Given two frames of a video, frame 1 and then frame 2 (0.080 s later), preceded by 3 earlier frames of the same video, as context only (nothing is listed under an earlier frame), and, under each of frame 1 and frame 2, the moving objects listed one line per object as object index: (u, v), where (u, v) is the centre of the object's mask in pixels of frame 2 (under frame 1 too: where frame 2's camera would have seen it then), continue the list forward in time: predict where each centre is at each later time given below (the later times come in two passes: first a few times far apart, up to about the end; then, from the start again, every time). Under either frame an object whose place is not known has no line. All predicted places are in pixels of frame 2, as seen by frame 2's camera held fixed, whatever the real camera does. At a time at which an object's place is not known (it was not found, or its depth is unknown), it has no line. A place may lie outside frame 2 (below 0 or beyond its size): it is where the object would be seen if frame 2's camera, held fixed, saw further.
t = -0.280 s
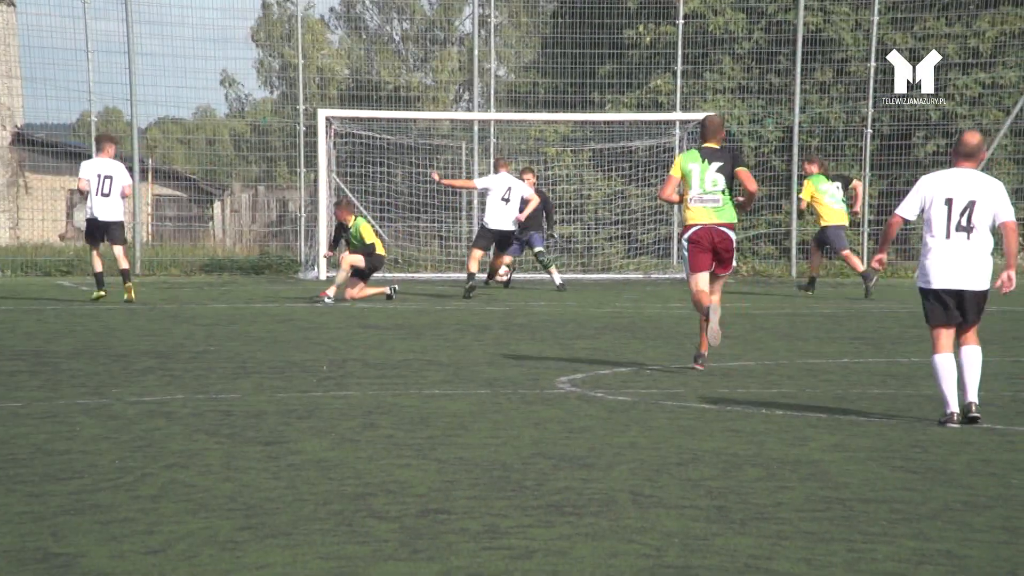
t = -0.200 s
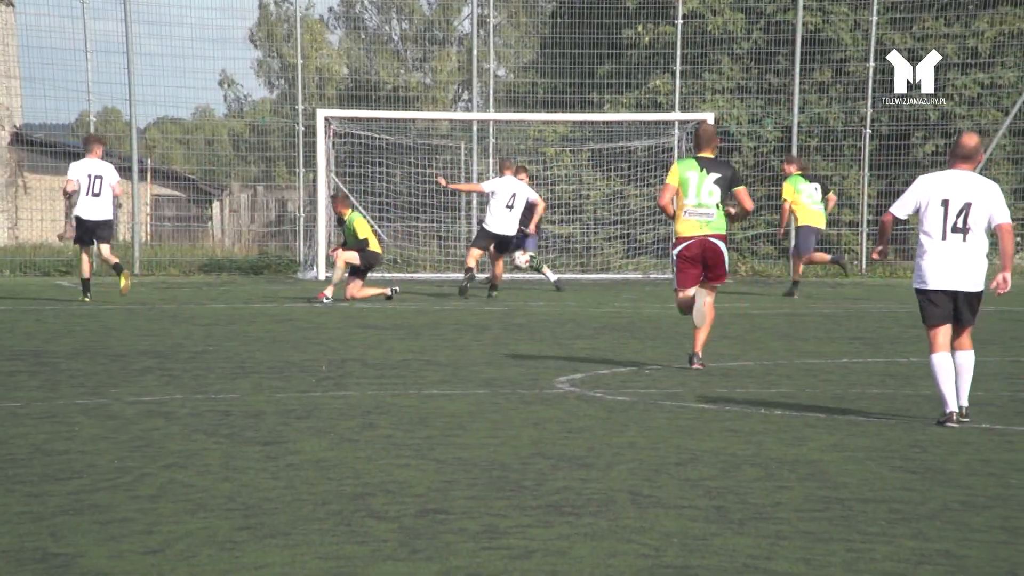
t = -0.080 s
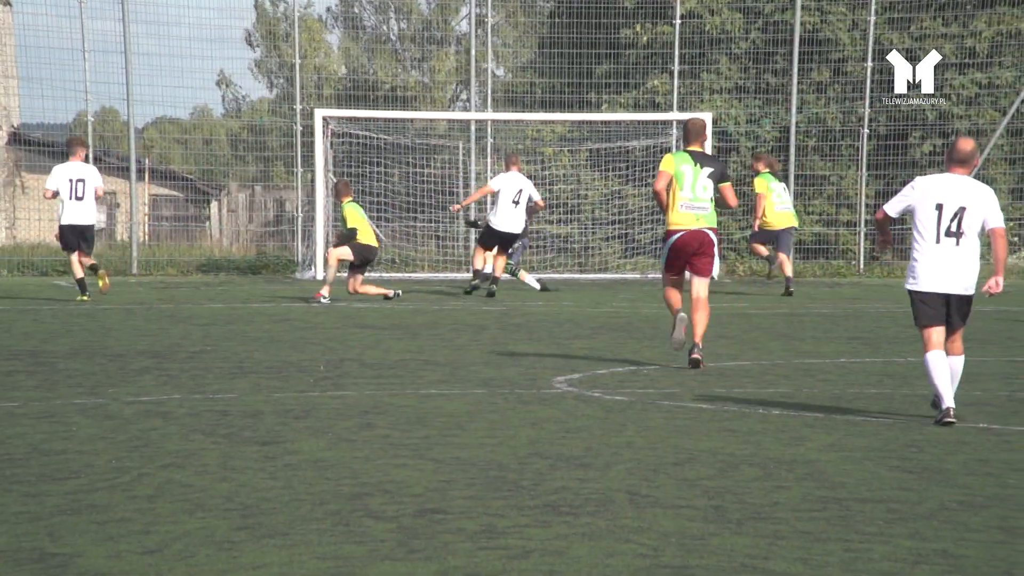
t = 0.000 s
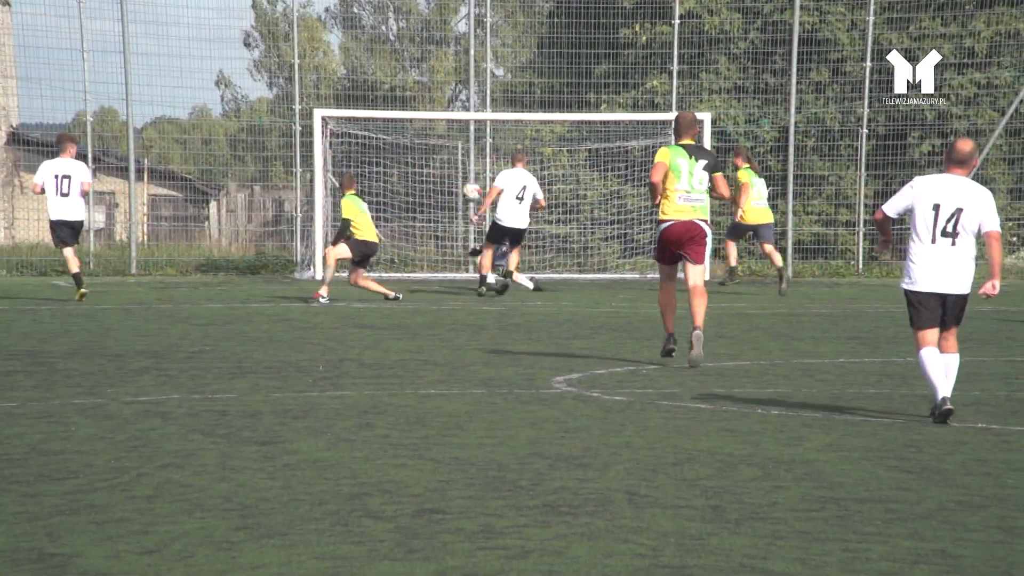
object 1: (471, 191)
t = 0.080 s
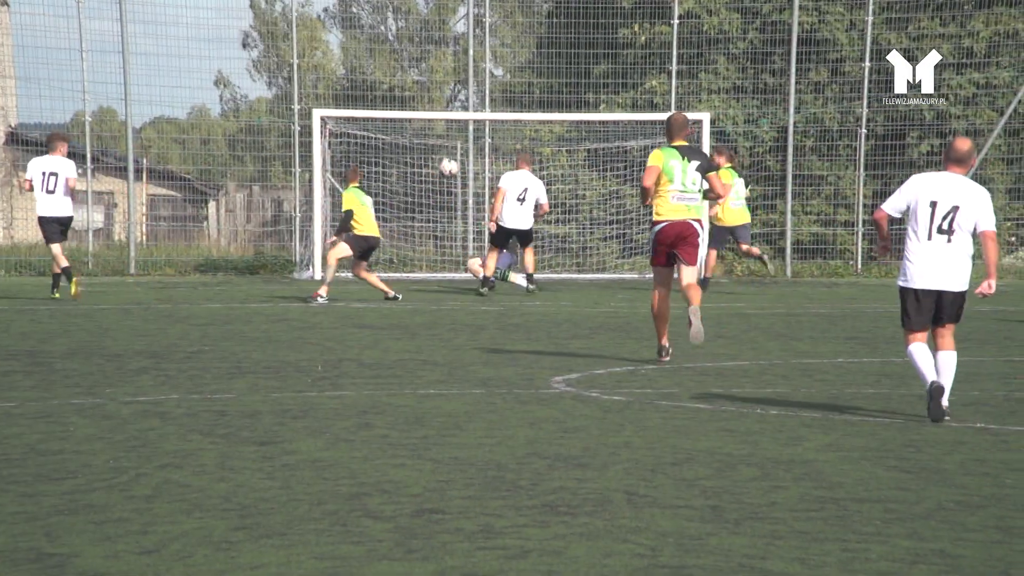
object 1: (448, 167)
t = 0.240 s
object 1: (405, 130)
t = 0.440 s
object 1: (350, 108)
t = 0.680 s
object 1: (286, 125)
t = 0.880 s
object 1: (231, 181)
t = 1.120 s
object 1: (157, 307)
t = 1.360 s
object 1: (130, 254)
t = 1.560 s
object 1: (118, 216)
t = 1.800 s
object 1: (104, 238)
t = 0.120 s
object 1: (437, 157)
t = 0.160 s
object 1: (427, 147)
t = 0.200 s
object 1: (416, 137)
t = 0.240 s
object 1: (405, 130)
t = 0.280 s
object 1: (394, 125)
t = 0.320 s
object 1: (383, 118)
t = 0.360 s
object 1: (372, 113)
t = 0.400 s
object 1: (362, 110)
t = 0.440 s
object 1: (350, 108)
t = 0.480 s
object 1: (340, 108)
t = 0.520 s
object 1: (329, 109)
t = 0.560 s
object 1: (319, 110)
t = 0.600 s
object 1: (307, 114)
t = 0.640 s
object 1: (297, 118)
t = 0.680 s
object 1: (286, 125)
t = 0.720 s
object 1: (276, 132)
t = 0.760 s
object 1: (264, 142)
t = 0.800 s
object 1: (253, 153)
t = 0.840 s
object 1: (242, 166)
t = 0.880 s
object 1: (231, 181)
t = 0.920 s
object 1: (218, 197)
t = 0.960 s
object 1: (207, 214)
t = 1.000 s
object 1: (195, 235)
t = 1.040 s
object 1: (184, 256)
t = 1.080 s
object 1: (170, 281)
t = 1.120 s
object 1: (157, 307)
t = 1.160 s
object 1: (144, 334)
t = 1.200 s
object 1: (140, 318)
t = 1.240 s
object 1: (138, 299)
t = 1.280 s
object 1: (136, 282)
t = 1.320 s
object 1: (133, 267)
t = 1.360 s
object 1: (130, 254)
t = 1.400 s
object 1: (129, 243)
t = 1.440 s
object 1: (125, 234)
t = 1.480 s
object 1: (122, 227)
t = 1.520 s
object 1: (120, 220)
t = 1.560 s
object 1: (118, 216)
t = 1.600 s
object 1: (116, 216)
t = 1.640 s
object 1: (114, 216)
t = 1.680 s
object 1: (112, 218)
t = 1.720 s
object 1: (109, 223)
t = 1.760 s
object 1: (107, 229)
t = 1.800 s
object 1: (104, 238)
